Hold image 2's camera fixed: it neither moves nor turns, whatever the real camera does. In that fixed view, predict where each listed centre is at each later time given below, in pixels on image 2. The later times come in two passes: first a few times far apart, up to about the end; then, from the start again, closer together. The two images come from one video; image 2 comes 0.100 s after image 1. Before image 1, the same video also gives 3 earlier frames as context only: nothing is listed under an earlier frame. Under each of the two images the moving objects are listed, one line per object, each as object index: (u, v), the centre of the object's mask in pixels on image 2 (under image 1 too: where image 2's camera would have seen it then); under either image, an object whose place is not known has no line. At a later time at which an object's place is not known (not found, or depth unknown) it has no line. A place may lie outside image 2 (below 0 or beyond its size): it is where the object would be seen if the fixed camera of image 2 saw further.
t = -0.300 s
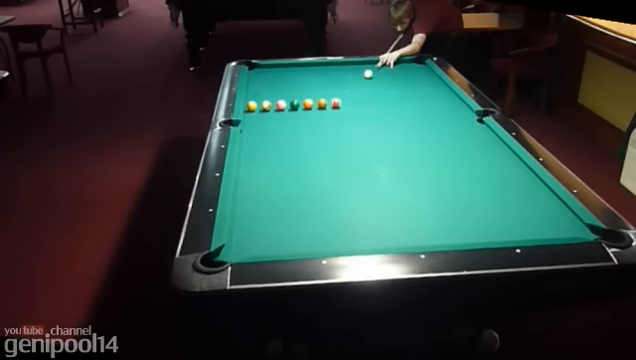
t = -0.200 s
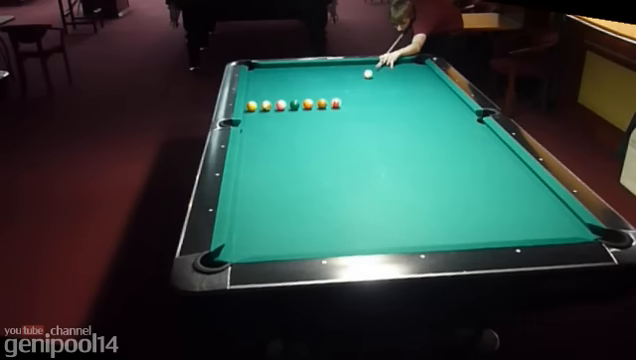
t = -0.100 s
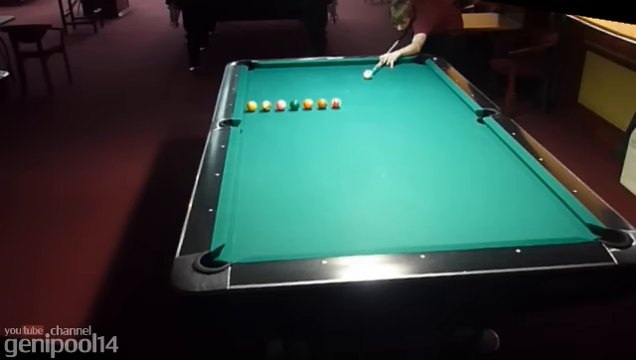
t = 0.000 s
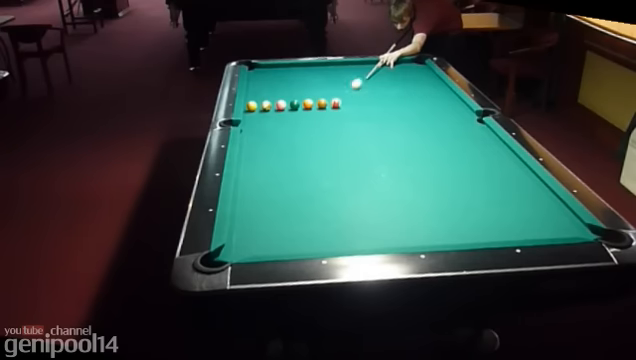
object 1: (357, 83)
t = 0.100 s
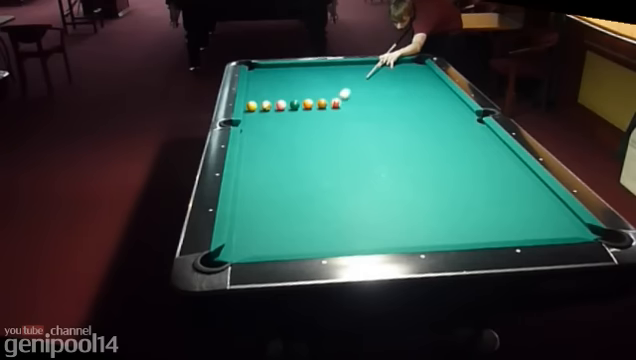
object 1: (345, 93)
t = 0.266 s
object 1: (335, 99)
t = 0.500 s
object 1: (330, 98)
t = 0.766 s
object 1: (325, 96)
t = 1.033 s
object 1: (320, 95)
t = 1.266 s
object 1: (317, 95)
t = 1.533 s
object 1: (315, 94)
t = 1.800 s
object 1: (313, 94)
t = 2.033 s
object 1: (311, 94)
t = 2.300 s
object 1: (310, 94)
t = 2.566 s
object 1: (309, 93)
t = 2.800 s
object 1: (309, 93)
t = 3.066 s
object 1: (309, 93)
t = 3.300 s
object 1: (309, 93)
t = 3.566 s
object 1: (309, 93)
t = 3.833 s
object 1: (309, 93)
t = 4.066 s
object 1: (309, 93)
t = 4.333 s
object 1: (309, 93)
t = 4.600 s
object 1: (309, 93)
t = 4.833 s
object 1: (309, 93)
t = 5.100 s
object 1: (309, 93)
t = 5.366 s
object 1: (309, 93)
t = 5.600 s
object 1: (309, 93)
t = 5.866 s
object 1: (309, 93)
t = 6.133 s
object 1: (309, 93)
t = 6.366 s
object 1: (309, 93)
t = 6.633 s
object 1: (309, 93)
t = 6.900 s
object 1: (309, 93)
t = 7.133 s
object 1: (309, 93)
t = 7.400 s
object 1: (309, 93)
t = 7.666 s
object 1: (309, 93)
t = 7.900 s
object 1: (309, 93)
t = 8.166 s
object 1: (309, 93)
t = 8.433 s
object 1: (309, 93)
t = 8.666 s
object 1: (309, 93)
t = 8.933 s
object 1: (309, 93)
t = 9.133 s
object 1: (309, 93)
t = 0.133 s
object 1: (342, 96)
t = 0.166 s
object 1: (339, 98)
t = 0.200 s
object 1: (337, 99)
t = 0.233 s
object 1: (335, 99)
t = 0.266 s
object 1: (335, 99)
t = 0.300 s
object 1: (334, 99)
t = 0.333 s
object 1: (333, 99)
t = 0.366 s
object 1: (333, 98)
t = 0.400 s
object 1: (332, 99)
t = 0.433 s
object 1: (331, 98)
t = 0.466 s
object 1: (330, 98)
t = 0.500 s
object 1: (330, 98)
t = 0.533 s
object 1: (329, 97)
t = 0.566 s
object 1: (329, 97)
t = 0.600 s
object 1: (328, 97)
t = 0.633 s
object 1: (328, 97)
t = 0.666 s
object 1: (327, 96)
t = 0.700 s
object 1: (327, 96)
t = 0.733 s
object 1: (326, 96)
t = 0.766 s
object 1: (325, 96)
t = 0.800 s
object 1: (325, 96)
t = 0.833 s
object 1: (324, 96)
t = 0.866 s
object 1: (323, 95)
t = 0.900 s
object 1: (323, 95)
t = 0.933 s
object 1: (322, 95)
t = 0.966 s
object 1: (321, 95)
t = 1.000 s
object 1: (321, 95)
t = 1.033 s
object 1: (320, 95)
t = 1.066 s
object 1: (320, 95)
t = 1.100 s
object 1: (320, 95)
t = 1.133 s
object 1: (319, 95)
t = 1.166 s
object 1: (319, 95)
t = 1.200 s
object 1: (318, 95)
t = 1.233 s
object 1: (317, 95)
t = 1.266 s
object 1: (317, 95)
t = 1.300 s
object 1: (317, 95)
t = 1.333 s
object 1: (316, 95)
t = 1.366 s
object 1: (316, 94)
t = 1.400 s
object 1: (316, 95)
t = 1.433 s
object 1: (316, 94)
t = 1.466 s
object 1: (315, 94)
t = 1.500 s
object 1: (315, 94)
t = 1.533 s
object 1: (315, 94)
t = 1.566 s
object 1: (314, 94)
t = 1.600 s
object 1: (314, 94)
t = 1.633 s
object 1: (314, 94)
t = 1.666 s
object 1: (314, 94)
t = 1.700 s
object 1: (313, 94)
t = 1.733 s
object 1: (313, 94)
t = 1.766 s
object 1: (313, 94)
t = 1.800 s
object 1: (313, 94)
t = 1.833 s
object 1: (312, 94)
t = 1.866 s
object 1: (312, 94)
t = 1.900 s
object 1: (312, 94)
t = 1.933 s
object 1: (312, 94)
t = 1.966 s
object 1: (312, 94)
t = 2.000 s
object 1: (311, 94)
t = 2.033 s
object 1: (311, 94)
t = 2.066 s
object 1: (311, 93)
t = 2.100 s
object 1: (311, 94)
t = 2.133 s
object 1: (311, 94)
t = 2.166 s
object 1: (310, 93)
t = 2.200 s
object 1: (310, 93)
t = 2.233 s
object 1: (310, 93)
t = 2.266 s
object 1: (310, 93)
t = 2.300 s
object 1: (310, 94)
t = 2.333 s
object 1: (310, 94)
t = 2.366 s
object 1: (310, 93)
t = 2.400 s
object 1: (310, 93)
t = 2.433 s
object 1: (310, 93)
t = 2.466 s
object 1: (309, 93)
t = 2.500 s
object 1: (309, 93)
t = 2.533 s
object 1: (309, 93)
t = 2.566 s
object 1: (309, 93)
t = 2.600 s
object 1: (310, 93)
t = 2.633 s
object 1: (310, 93)
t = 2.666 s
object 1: (309, 93)
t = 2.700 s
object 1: (309, 93)
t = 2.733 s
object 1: (309, 93)
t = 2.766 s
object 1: (309, 93)
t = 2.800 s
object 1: (309, 93)
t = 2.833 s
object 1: (309, 93)
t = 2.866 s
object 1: (309, 93)
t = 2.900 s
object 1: (309, 93)
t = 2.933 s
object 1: (309, 93)
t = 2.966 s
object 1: (309, 93)
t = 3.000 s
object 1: (309, 93)
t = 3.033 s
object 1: (309, 93)
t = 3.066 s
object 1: (309, 93)
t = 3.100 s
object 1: (309, 93)
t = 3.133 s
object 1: (309, 93)
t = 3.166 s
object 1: (309, 93)
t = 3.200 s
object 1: (309, 93)
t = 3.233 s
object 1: (309, 93)
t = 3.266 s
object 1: (309, 93)
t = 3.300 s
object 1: (309, 93)
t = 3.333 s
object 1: (309, 93)
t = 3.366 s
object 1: (309, 93)
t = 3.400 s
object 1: (309, 93)
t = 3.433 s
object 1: (309, 93)
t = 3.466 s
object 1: (309, 93)
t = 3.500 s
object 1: (309, 93)
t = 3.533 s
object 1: (309, 93)
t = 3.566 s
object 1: (309, 93)
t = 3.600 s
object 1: (309, 93)
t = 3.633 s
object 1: (309, 93)
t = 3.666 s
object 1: (309, 93)
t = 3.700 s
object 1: (309, 93)
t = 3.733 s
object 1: (309, 93)
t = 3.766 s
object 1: (309, 93)
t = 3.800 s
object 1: (309, 93)
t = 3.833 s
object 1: (309, 93)
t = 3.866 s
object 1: (309, 93)
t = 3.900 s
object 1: (309, 93)
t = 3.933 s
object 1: (309, 93)
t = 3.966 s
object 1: (309, 93)
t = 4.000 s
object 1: (309, 93)
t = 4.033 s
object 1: (309, 93)
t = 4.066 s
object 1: (309, 93)
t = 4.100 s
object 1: (309, 93)
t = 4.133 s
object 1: (309, 93)
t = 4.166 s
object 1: (309, 93)
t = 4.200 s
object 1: (309, 93)
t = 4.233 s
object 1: (309, 93)
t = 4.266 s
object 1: (309, 93)
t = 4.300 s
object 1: (309, 93)
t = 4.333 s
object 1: (309, 93)
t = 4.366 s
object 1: (309, 93)
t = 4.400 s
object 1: (309, 93)
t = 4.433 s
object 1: (309, 93)
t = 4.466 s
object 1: (309, 93)
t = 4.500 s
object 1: (309, 93)
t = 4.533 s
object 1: (309, 93)
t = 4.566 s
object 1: (309, 93)
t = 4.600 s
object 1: (309, 93)
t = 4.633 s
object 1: (309, 93)
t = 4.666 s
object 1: (309, 93)
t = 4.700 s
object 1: (309, 93)
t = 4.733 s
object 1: (309, 93)
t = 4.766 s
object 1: (309, 93)
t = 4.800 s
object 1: (309, 93)
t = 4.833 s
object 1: (309, 93)
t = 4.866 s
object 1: (309, 93)
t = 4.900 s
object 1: (309, 93)
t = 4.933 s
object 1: (309, 93)
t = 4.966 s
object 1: (309, 93)
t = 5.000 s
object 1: (309, 93)
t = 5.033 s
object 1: (309, 93)
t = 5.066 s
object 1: (309, 93)
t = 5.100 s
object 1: (309, 93)
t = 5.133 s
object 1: (309, 93)
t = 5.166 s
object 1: (309, 93)
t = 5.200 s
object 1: (309, 93)
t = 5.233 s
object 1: (309, 93)
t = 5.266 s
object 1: (309, 93)
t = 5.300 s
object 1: (309, 93)
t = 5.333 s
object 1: (309, 93)
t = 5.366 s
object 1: (309, 93)
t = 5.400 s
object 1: (309, 93)
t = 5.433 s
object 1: (309, 93)
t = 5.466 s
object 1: (309, 93)
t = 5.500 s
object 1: (309, 93)
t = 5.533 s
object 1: (309, 93)
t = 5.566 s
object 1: (309, 93)
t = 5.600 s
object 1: (309, 93)
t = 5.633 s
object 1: (309, 93)
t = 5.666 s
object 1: (309, 93)
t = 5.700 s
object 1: (309, 93)
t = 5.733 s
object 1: (309, 93)
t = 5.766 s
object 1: (309, 93)
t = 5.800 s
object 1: (309, 93)
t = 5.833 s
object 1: (309, 93)
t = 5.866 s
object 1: (309, 93)
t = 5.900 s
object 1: (309, 93)
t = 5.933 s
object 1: (309, 93)
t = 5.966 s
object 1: (309, 93)
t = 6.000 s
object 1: (309, 93)
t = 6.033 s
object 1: (309, 93)
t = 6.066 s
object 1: (309, 93)
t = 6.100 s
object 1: (309, 93)
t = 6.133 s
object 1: (309, 93)
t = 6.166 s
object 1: (309, 93)
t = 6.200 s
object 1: (309, 93)
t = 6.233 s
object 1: (309, 93)
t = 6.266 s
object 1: (309, 93)
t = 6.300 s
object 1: (309, 93)
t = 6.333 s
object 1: (309, 93)
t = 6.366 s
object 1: (309, 93)
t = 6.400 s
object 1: (309, 93)
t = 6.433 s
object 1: (309, 93)
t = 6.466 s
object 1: (309, 93)
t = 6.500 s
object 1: (309, 93)
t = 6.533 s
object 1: (309, 93)
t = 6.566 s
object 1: (309, 93)
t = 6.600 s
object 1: (309, 93)
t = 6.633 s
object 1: (309, 93)
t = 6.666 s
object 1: (309, 93)
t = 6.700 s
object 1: (309, 93)
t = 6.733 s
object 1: (309, 93)
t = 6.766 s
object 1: (309, 93)
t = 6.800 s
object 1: (309, 93)
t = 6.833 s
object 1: (309, 93)
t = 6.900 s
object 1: (309, 93)
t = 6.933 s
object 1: (309, 93)
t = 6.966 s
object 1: (309, 93)
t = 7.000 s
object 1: (309, 93)
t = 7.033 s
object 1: (309, 93)
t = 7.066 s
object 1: (309, 93)
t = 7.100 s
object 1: (309, 93)
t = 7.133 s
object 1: (309, 93)
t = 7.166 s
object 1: (309, 93)
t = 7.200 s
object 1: (309, 93)
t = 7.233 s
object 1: (309, 93)
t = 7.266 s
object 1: (309, 93)
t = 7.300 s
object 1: (309, 93)
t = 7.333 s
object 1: (309, 93)
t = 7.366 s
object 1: (309, 93)
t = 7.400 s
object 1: (309, 93)
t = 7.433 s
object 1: (309, 93)
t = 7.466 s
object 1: (309, 93)
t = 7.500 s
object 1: (309, 93)
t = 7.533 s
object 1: (309, 93)
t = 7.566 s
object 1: (309, 93)
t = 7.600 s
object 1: (309, 93)
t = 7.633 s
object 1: (309, 93)
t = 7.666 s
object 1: (309, 93)
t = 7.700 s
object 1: (309, 93)
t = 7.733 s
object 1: (309, 93)
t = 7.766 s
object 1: (309, 93)
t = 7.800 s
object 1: (309, 93)
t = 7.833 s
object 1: (309, 93)
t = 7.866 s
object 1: (309, 93)
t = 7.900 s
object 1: (309, 93)
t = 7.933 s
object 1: (309, 93)
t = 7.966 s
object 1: (309, 93)
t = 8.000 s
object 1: (309, 93)
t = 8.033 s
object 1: (309, 93)
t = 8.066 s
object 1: (309, 93)
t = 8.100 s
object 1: (309, 93)
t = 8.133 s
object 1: (309, 93)
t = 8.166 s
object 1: (309, 93)
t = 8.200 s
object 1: (309, 93)
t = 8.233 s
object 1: (309, 93)
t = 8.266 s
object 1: (309, 93)
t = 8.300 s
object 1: (309, 93)
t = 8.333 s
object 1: (309, 93)
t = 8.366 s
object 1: (309, 93)
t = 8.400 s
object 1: (309, 93)
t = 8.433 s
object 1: (309, 93)
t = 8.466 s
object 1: (309, 93)
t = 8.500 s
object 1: (309, 93)
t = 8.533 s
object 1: (309, 93)
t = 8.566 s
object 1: (309, 93)
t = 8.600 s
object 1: (309, 93)
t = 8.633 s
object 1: (309, 93)
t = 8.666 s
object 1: (309, 93)
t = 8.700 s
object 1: (309, 93)
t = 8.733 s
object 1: (309, 93)
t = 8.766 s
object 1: (309, 93)
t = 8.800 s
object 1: (309, 93)
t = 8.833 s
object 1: (309, 93)
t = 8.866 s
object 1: (309, 93)
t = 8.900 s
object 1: (309, 93)
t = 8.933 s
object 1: (309, 93)
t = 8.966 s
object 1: (309, 93)
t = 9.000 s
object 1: (309, 93)
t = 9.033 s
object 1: (309, 93)
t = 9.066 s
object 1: (309, 93)
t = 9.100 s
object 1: (309, 93)
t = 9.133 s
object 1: (309, 93)
